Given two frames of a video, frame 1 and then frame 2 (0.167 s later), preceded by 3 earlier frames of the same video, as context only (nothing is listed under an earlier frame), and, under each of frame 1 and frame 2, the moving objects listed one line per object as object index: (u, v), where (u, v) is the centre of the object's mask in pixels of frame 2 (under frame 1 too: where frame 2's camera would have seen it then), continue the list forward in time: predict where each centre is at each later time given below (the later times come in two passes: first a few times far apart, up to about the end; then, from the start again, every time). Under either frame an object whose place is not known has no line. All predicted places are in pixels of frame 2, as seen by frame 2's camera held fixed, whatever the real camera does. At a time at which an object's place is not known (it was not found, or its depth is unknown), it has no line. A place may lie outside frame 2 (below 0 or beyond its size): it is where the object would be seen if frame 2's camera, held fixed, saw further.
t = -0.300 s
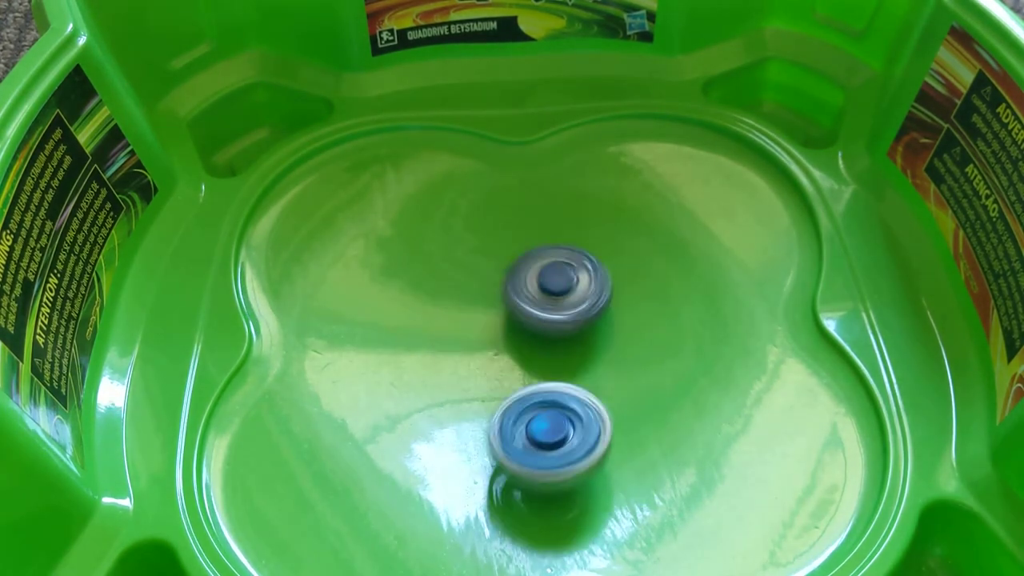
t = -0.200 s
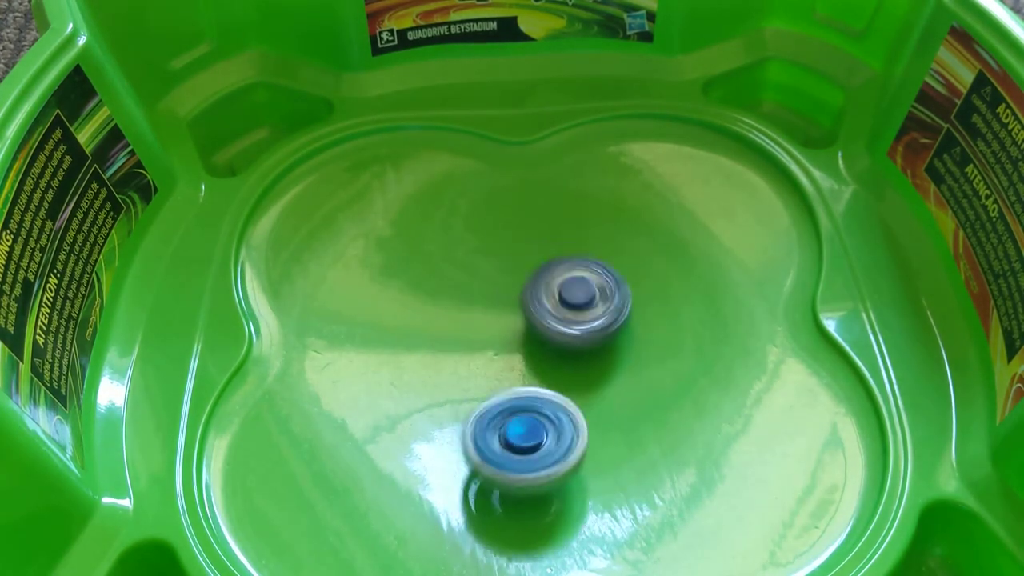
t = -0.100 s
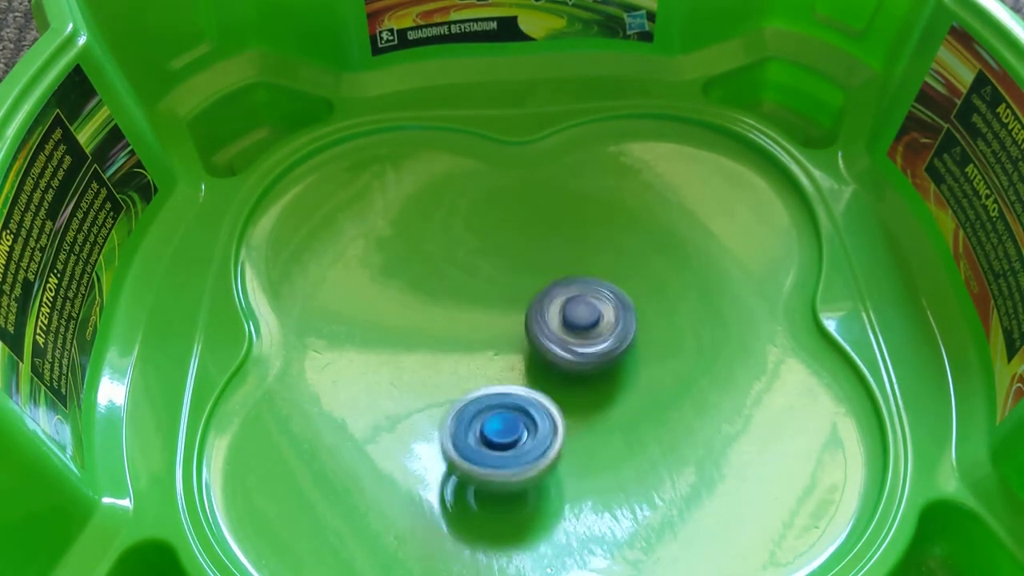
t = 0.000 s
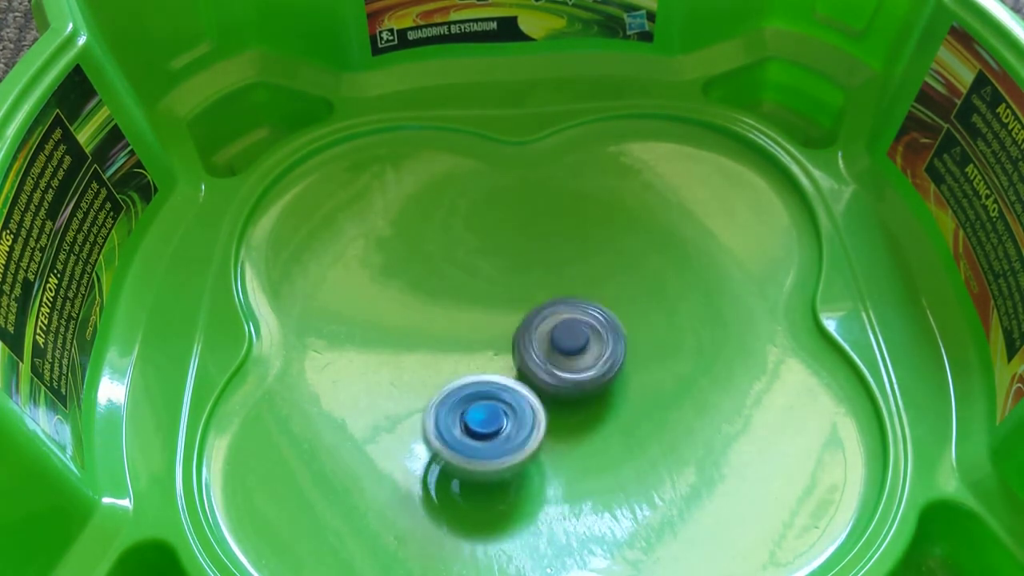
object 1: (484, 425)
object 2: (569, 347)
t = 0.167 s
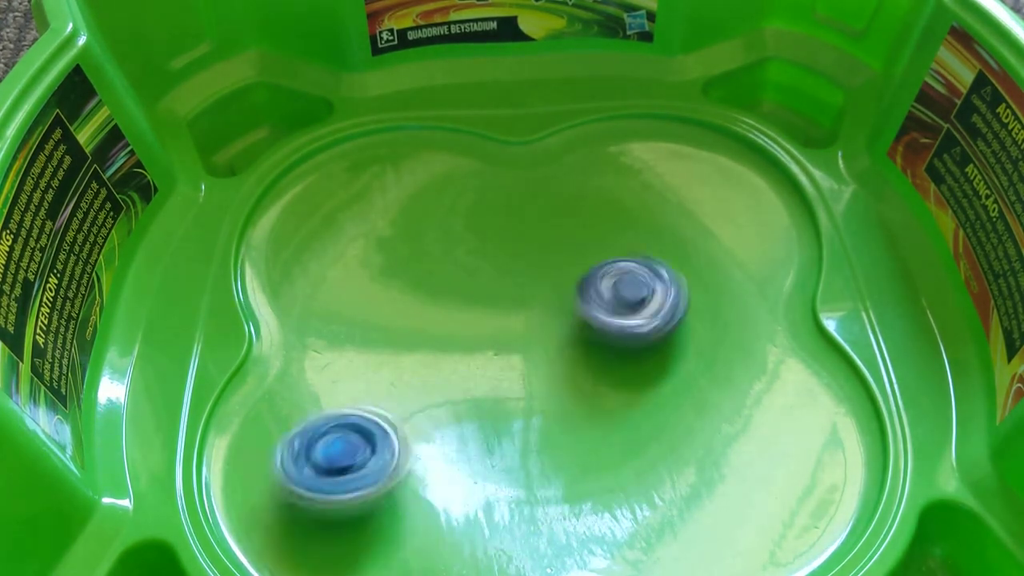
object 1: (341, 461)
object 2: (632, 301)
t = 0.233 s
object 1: (302, 468)
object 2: (651, 284)
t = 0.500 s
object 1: (249, 439)
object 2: (650, 317)
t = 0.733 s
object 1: (285, 378)
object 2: (573, 352)
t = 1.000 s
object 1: (403, 327)
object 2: (509, 381)
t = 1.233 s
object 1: (473, 293)
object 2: (543, 419)
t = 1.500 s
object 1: (557, 314)
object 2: (576, 429)
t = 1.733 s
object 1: (594, 291)
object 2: (572, 461)
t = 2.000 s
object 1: (590, 305)
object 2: (506, 423)
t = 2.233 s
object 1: (555, 324)
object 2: (452, 384)
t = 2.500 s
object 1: (536, 349)
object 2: (415, 345)
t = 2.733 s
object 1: (544, 359)
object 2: (443, 312)
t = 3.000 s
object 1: (594, 357)
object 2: (496, 288)
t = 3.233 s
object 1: (618, 345)
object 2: (537, 286)
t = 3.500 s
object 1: (644, 389)
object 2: (504, 280)
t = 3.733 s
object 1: (628, 401)
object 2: (490, 301)
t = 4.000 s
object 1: (578, 393)
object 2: (469, 326)
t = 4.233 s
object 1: (551, 372)
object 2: (456, 321)
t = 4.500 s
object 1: (608, 367)
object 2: (458, 294)
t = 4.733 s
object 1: (610, 349)
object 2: (483, 278)
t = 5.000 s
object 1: (583, 353)
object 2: (506, 259)
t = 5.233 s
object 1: (590, 414)
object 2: (492, 220)
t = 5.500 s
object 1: (544, 401)
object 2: (523, 268)
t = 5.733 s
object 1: (525, 411)
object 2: (555, 269)
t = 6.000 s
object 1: (535, 405)
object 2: (571, 258)
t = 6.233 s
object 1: (547, 380)
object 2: (555, 282)
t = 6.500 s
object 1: (534, 424)
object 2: (543, 294)
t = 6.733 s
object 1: (527, 422)
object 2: (514, 326)
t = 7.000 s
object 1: (554, 392)
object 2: (486, 332)
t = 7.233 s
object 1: (585, 386)
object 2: (485, 344)
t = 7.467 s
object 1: (593, 362)
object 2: (481, 348)
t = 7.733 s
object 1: (574, 333)
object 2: (477, 333)
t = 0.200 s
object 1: (318, 466)
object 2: (642, 290)
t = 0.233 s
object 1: (302, 468)
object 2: (651, 284)
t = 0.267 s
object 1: (289, 468)
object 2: (656, 282)
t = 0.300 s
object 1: (278, 469)
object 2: (660, 282)
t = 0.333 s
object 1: (270, 467)
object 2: (665, 285)
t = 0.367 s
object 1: (264, 463)
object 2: (667, 288)
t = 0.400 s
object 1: (259, 457)
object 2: (667, 295)
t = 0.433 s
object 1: (255, 453)
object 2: (665, 303)
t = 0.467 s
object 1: (251, 446)
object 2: (659, 309)
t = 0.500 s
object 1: (249, 439)
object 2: (650, 317)
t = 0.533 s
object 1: (249, 430)
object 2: (640, 323)
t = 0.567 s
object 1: (250, 422)
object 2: (630, 329)
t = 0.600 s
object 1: (254, 412)
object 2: (619, 333)
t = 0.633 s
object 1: (258, 405)
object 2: (606, 339)
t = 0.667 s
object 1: (265, 394)
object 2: (595, 343)
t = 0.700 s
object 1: (273, 387)
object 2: (583, 347)
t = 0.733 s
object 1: (285, 378)
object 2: (573, 352)
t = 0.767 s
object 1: (296, 370)
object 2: (562, 355)
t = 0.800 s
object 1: (310, 362)
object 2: (552, 360)
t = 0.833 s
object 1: (323, 356)
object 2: (543, 363)
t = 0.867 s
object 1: (340, 349)
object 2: (534, 366)
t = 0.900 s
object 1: (354, 344)
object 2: (525, 370)
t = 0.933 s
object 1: (372, 339)
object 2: (517, 373)
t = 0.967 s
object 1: (388, 335)
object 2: (510, 376)
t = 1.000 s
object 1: (403, 327)
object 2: (509, 381)
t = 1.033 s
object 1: (407, 316)
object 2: (520, 391)
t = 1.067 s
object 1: (414, 306)
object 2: (529, 398)
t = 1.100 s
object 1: (425, 300)
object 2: (534, 403)
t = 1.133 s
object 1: (437, 296)
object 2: (538, 408)
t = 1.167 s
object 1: (449, 294)
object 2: (539, 412)
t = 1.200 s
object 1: (462, 293)
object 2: (541, 416)
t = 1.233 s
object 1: (473, 293)
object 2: (543, 419)
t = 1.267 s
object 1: (486, 293)
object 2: (546, 422)
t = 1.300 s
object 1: (497, 294)
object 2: (549, 424)
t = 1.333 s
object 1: (508, 296)
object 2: (553, 426)
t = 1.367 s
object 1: (518, 299)
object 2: (557, 428)
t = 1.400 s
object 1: (529, 301)
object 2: (562, 428)
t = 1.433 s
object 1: (539, 305)
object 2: (567, 429)
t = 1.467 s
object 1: (548, 309)
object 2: (572, 429)
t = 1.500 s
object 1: (557, 314)
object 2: (576, 429)
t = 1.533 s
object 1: (564, 319)
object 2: (580, 428)
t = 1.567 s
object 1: (571, 324)
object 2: (582, 426)
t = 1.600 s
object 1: (580, 320)
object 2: (584, 435)
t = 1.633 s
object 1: (585, 308)
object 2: (582, 451)
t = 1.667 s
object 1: (590, 298)
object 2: (580, 458)
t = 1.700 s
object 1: (593, 293)
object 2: (576, 462)
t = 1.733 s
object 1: (594, 291)
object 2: (572, 461)
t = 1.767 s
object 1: (594, 293)
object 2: (567, 455)
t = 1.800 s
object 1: (593, 298)
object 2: (560, 447)
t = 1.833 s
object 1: (591, 306)
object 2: (556, 439)
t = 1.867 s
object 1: (589, 314)
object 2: (551, 428)
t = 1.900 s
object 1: (587, 320)
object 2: (544, 420)
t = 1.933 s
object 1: (591, 312)
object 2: (529, 425)
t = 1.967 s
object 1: (591, 307)
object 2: (516, 426)
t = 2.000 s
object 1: (590, 305)
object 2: (506, 423)
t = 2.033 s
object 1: (585, 305)
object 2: (497, 417)
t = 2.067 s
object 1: (579, 309)
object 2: (491, 412)
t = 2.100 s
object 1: (571, 315)
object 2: (486, 404)
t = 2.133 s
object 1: (563, 320)
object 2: (480, 397)
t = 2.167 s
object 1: (561, 320)
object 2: (469, 392)
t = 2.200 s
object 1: (557, 322)
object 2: (462, 387)
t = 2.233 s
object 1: (555, 324)
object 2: (452, 384)
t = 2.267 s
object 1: (552, 326)
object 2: (444, 379)
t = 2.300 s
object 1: (550, 328)
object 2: (436, 375)
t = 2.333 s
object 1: (546, 330)
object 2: (431, 370)
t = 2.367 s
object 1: (543, 333)
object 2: (427, 366)
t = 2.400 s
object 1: (541, 339)
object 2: (423, 361)
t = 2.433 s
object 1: (539, 342)
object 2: (420, 355)
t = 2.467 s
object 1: (537, 347)
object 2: (416, 350)
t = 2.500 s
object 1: (536, 349)
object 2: (415, 345)
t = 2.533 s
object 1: (536, 352)
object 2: (412, 340)
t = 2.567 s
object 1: (536, 355)
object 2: (412, 335)
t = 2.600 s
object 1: (538, 358)
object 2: (413, 328)
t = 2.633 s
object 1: (538, 359)
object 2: (417, 324)
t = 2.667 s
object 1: (540, 360)
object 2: (424, 319)
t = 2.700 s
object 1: (542, 361)
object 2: (434, 315)
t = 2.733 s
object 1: (544, 359)
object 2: (443, 312)
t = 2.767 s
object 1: (546, 359)
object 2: (452, 309)
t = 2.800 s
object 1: (556, 362)
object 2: (454, 303)
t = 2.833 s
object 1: (565, 363)
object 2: (460, 298)
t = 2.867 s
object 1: (569, 362)
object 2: (467, 296)
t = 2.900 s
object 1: (574, 359)
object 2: (476, 295)
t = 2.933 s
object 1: (577, 356)
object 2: (486, 294)
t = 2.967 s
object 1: (579, 353)
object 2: (496, 295)
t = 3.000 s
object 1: (594, 357)
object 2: (496, 288)
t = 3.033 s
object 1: (604, 360)
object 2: (496, 282)
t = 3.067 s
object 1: (611, 361)
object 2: (500, 280)
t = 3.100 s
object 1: (615, 359)
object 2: (506, 278)
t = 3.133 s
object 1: (620, 356)
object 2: (513, 278)
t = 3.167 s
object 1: (620, 353)
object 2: (522, 279)
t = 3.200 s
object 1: (621, 349)
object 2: (530, 282)
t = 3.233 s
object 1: (618, 345)
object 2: (537, 286)
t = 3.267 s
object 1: (618, 347)
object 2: (540, 286)
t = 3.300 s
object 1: (620, 349)
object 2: (539, 284)
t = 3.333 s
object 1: (618, 349)
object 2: (539, 286)
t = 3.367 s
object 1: (616, 350)
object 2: (540, 289)
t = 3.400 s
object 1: (627, 364)
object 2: (530, 285)
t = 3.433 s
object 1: (636, 378)
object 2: (517, 281)
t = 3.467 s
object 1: (641, 386)
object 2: (509, 278)
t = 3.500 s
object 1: (644, 389)
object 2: (504, 280)
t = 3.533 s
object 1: (646, 392)
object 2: (499, 280)
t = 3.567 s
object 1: (646, 396)
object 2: (495, 282)
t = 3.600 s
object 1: (646, 398)
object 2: (494, 285)
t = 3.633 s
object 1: (644, 401)
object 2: (492, 288)
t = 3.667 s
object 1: (641, 401)
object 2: (491, 291)
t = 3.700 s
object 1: (636, 401)
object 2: (490, 297)
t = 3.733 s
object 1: (628, 401)
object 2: (490, 301)
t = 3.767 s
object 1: (621, 399)
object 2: (489, 306)
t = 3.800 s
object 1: (612, 397)
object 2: (489, 312)
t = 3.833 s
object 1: (602, 394)
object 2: (488, 317)
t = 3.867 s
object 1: (592, 391)
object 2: (488, 324)
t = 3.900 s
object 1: (581, 389)
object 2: (488, 329)
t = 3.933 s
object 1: (575, 388)
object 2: (486, 332)
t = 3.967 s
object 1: (578, 393)
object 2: (475, 328)
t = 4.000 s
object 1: (578, 393)
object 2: (469, 326)
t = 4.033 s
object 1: (574, 391)
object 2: (465, 326)
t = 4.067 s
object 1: (566, 386)
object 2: (464, 327)
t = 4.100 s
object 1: (560, 381)
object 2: (464, 328)
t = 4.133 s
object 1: (556, 379)
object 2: (461, 327)
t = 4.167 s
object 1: (558, 380)
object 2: (456, 323)
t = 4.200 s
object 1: (555, 377)
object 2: (455, 321)
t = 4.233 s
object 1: (551, 372)
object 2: (456, 321)
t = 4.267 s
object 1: (558, 374)
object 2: (455, 318)
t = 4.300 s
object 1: (577, 380)
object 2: (443, 309)
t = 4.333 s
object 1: (589, 384)
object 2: (436, 301)
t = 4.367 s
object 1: (597, 384)
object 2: (434, 297)
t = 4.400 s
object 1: (601, 381)
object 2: (436, 294)
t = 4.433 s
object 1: (606, 376)
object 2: (441, 293)
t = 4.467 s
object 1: (608, 373)
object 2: (448, 294)
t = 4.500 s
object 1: (608, 367)
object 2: (458, 294)
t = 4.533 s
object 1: (607, 361)
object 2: (468, 294)
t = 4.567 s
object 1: (604, 355)
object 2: (477, 294)
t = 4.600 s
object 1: (600, 349)
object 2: (486, 296)
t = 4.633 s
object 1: (595, 344)
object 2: (495, 297)
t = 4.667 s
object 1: (598, 344)
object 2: (495, 292)
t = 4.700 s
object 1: (607, 347)
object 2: (487, 284)
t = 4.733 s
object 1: (610, 349)
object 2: (483, 278)
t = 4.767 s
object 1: (610, 347)
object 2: (483, 276)
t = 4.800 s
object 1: (609, 345)
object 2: (486, 274)
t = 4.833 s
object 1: (605, 343)
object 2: (491, 274)
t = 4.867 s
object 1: (600, 340)
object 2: (496, 273)
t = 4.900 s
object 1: (594, 339)
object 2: (500, 272)
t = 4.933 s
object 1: (586, 337)
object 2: (506, 272)
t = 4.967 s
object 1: (578, 336)
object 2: (510, 270)
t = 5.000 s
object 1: (583, 353)
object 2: (506, 259)
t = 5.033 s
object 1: (591, 374)
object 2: (497, 242)
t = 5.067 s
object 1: (596, 391)
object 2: (490, 228)
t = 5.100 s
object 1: (597, 401)
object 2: (488, 221)
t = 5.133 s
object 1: (596, 406)
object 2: (487, 219)
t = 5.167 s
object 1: (595, 409)
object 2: (488, 218)
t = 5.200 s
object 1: (594, 411)
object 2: (490, 219)
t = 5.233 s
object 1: (590, 414)
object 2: (492, 220)
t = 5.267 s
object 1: (586, 416)
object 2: (495, 223)
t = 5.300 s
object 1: (581, 417)
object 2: (501, 226)
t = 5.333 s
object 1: (574, 417)
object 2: (506, 231)
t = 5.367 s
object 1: (566, 416)
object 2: (508, 239)
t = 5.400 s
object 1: (560, 412)
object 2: (512, 245)
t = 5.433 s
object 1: (553, 410)
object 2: (516, 253)
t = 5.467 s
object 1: (547, 406)
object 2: (519, 260)
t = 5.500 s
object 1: (544, 401)
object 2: (523, 268)
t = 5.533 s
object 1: (540, 396)
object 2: (527, 277)
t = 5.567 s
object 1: (537, 392)
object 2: (532, 286)
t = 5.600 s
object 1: (536, 385)
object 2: (536, 295)
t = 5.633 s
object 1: (535, 384)
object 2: (540, 297)
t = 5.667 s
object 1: (532, 384)
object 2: (544, 299)
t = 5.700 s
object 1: (528, 397)
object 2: (549, 284)
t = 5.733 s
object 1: (525, 411)
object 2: (555, 269)
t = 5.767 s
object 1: (523, 419)
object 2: (560, 257)
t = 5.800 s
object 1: (524, 422)
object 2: (563, 249)
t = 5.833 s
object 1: (528, 423)
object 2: (568, 246)
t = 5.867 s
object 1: (529, 422)
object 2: (569, 245)
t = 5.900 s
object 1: (531, 419)
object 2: (571, 247)
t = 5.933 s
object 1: (533, 416)
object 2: (572, 249)
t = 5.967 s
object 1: (534, 412)
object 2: (573, 253)
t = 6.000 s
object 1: (535, 405)
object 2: (571, 258)
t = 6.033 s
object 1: (537, 398)
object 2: (569, 262)
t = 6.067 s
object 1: (539, 391)
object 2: (567, 267)
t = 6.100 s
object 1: (540, 386)
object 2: (565, 272)
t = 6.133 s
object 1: (542, 380)
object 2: (561, 277)
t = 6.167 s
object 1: (545, 374)
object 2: (557, 281)
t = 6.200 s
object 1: (549, 371)
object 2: (556, 282)
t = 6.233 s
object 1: (547, 380)
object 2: (555, 282)
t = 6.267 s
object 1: (544, 395)
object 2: (553, 278)
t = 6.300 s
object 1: (542, 410)
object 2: (552, 271)
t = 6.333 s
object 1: (540, 419)
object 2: (550, 270)
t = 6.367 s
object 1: (536, 422)
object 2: (548, 271)
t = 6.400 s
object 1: (536, 424)
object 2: (547, 274)
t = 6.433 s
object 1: (534, 425)
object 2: (545, 279)
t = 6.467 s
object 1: (535, 426)
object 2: (545, 284)
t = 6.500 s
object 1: (534, 424)
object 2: (543, 294)
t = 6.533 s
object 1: (533, 423)
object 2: (541, 303)
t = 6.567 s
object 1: (532, 421)
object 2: (539, 313)
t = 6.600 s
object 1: (532, 420)
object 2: (535, 322)
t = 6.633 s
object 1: (531, 418)
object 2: (532, 328)
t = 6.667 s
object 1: (529, 420)
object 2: (528, 330)
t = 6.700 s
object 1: (529, 423)
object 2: (521, 329)
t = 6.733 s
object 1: (527, 422)
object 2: (514, 326)
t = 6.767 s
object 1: (527, 417)
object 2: (508, 326)
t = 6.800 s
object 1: (531, 411)
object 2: (504, 325)
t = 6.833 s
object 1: (536, 405)
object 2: (498, 326)
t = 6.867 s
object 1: (540, 399)
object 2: (495, 326)
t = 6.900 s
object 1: (542, 394)
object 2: (492, 328)
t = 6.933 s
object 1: (546, 391)
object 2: (489, 332)
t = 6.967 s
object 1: (550, 391)
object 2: (488, 332)
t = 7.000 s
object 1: (554, 392)
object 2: (486, 332)
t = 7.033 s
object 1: (560, 395)
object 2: (486, 334)
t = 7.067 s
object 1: (566, 397)
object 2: (484, 333)
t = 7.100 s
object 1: (573, 394)
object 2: (481, 335)
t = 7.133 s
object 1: (579, 393)
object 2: (481, 338)
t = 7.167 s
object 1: (584, 390)
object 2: (482, 340)
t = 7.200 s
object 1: (586, 389)
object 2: (484, 342)
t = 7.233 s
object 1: (585, 386)
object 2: (485, 344)
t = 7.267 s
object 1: (585, 383)
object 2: (486, 346)
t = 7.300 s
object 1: (583, 379)
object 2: (487, 347)
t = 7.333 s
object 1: (585, 376)
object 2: (486, 347)
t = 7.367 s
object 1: (589, 373)
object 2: (482, 347)
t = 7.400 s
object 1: (592, 370)
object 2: (481, 348)
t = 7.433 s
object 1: (592, 367)
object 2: (481, 349)
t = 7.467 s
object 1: (593, 362)
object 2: (481, 348)
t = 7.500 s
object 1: (591, 358)
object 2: (481, 347)
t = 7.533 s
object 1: (585, 356)
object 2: (482, 345)
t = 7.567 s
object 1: (583, 350)
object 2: (482, 342)
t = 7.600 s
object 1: (578, 347)
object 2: (482, 339)
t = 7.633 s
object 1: (576, 343)
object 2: (481, 336)
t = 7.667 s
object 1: (574, 339)
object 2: (478, 334)
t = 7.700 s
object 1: (574, 337)
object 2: (478, 334)
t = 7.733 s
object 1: (574, 333)
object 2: (477, 333)
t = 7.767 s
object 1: (573, 331)
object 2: (478, 333)
